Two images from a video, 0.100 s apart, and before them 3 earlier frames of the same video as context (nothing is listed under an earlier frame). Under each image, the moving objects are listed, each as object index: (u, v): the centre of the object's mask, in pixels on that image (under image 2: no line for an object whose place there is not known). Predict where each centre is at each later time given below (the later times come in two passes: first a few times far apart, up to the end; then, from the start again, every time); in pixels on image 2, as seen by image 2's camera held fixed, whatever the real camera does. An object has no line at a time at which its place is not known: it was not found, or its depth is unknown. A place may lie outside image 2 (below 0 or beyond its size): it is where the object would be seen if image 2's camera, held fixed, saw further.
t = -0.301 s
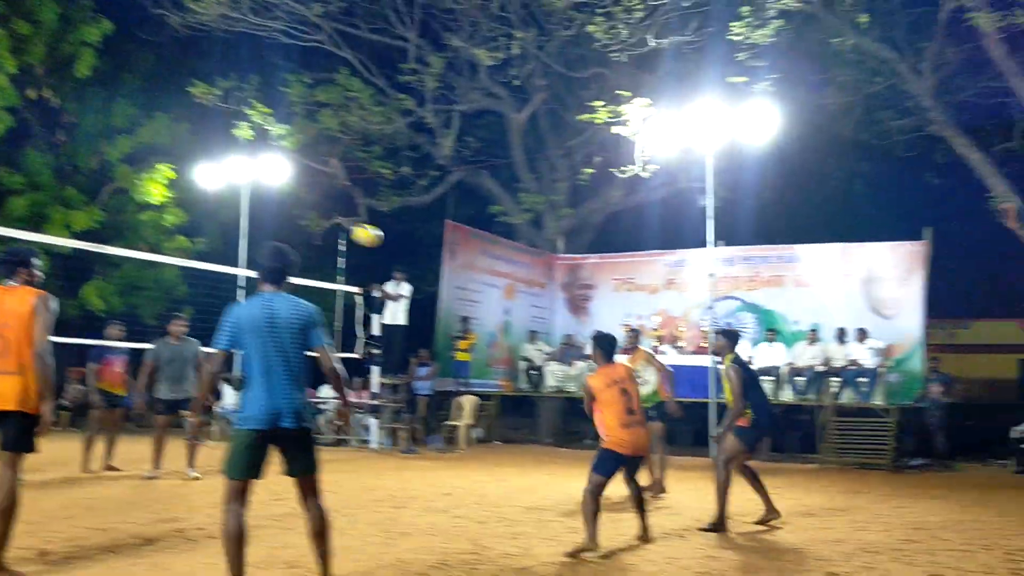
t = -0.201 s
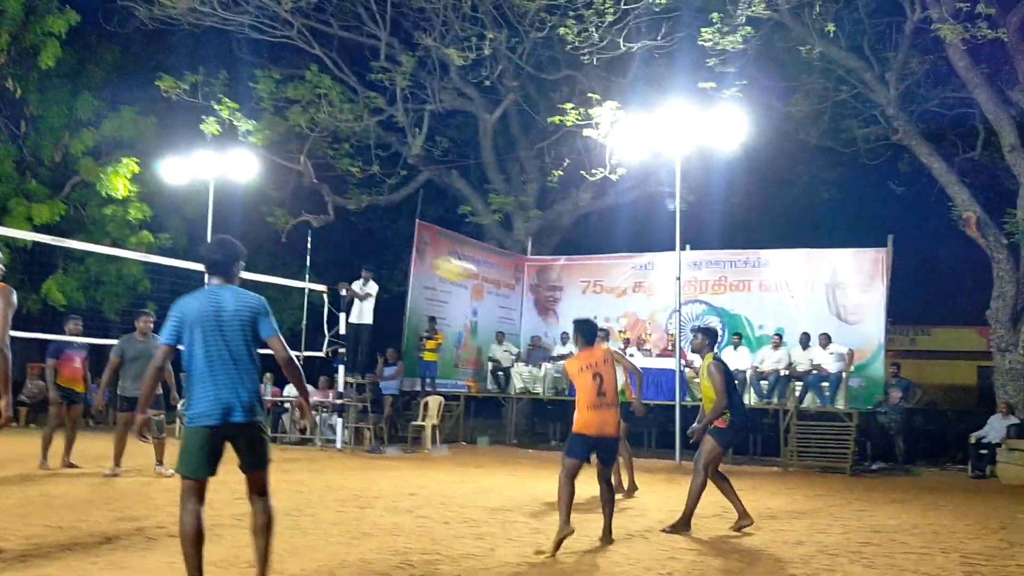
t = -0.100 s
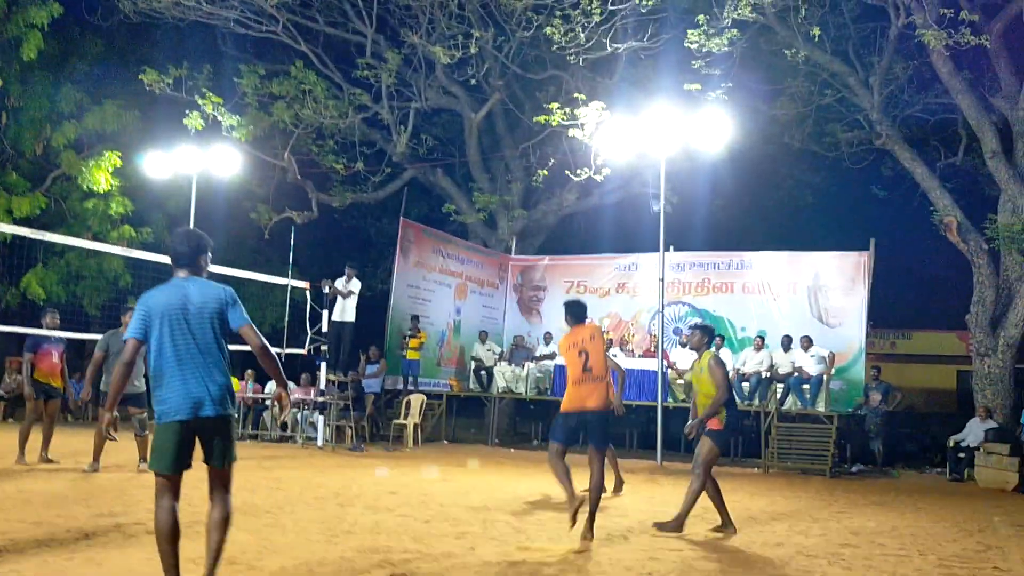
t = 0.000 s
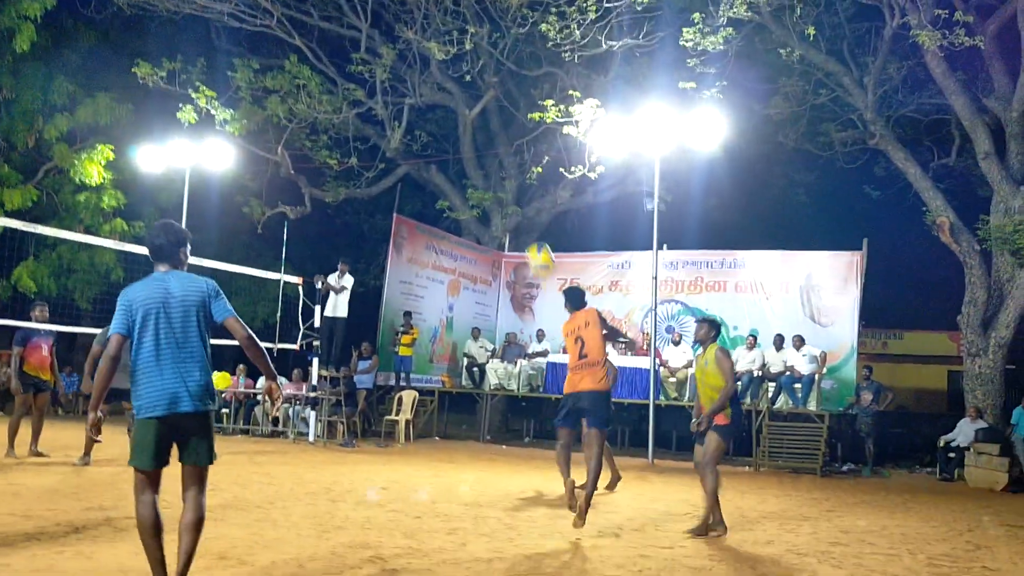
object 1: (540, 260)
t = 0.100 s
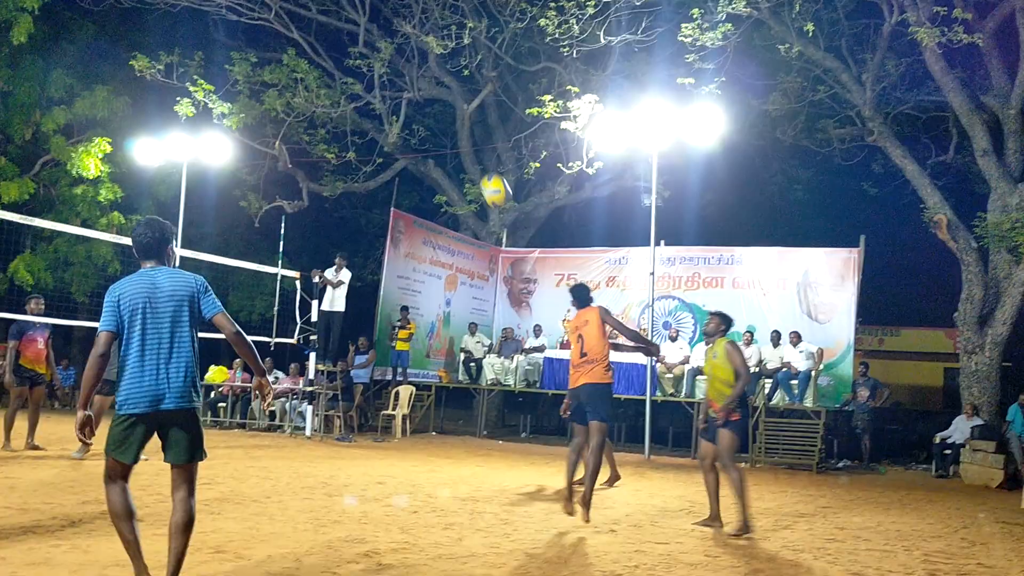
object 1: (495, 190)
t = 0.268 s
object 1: (423, 108)
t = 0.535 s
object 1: (302, 43)
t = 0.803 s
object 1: (170, 65)
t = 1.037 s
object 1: (43, 159)
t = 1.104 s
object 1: (6, 197)
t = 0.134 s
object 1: (481, 170)
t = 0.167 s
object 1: (467, 154)
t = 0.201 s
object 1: (452, 138)
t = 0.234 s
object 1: (438, 122)
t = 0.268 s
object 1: (423, 108)
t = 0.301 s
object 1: (408, 96)
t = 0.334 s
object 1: (393, 84)
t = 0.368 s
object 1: (378, 74)
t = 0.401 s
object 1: (363, 65)
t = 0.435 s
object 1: (348, 57)
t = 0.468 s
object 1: (333, 51)
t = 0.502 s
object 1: (317, 47)
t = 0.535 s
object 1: (302, 43)
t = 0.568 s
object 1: (286, 41)
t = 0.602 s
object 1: (270, 40)
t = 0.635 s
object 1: (254, 41)
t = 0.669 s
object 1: (238, 43)
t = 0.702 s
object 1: (222, 47)
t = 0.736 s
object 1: (205, 51)
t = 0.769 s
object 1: (188, 57)
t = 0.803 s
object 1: (170, 65)
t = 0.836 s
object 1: (153, 74)
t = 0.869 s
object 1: (135, 85)
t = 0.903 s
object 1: (117, 96)
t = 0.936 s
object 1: (99, 109)
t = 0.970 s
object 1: (81, 124)
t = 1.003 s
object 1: (63, 140)
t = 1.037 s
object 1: (43, 159)
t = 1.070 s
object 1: (25, 179)
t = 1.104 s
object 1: (6, 197)
